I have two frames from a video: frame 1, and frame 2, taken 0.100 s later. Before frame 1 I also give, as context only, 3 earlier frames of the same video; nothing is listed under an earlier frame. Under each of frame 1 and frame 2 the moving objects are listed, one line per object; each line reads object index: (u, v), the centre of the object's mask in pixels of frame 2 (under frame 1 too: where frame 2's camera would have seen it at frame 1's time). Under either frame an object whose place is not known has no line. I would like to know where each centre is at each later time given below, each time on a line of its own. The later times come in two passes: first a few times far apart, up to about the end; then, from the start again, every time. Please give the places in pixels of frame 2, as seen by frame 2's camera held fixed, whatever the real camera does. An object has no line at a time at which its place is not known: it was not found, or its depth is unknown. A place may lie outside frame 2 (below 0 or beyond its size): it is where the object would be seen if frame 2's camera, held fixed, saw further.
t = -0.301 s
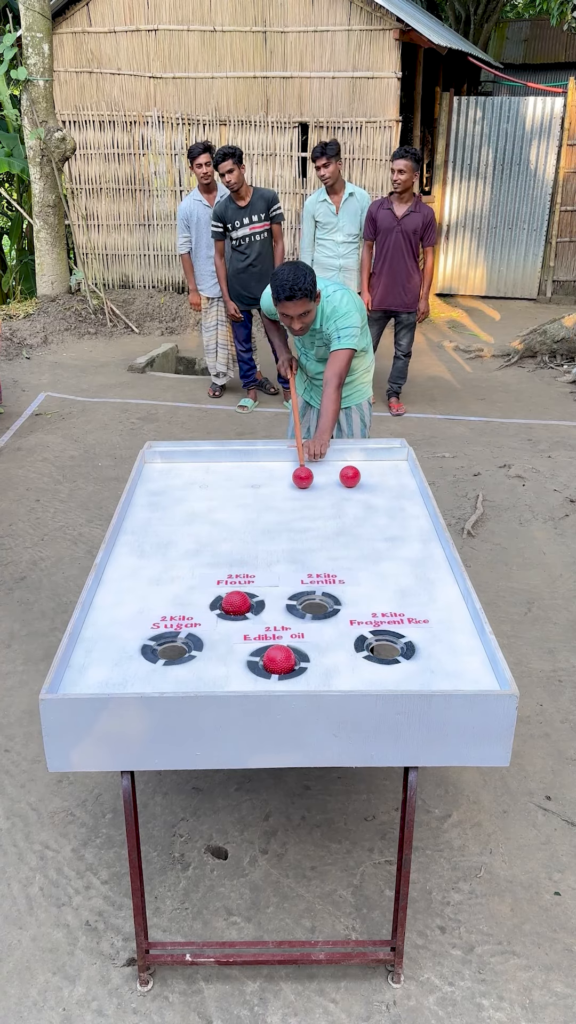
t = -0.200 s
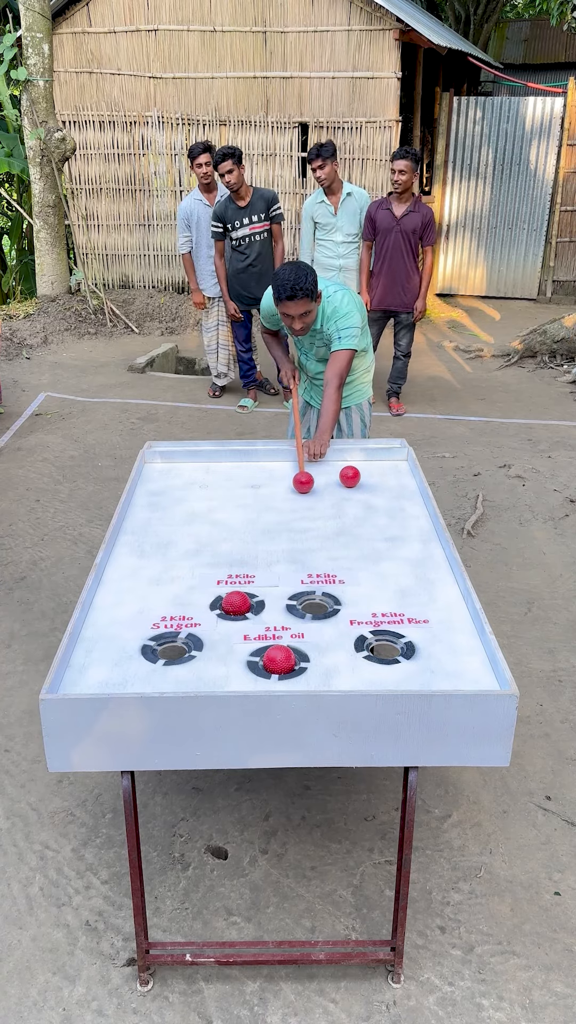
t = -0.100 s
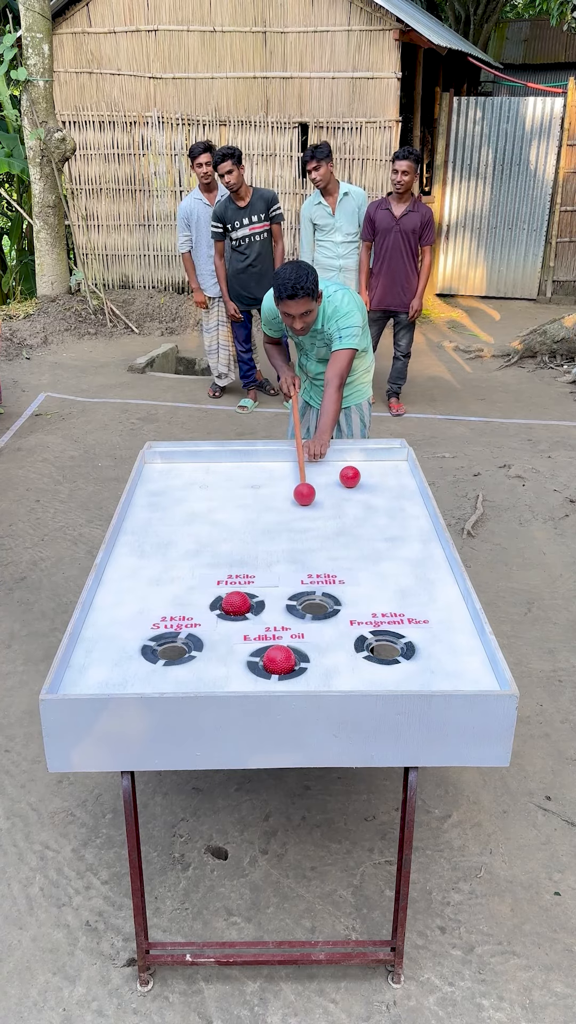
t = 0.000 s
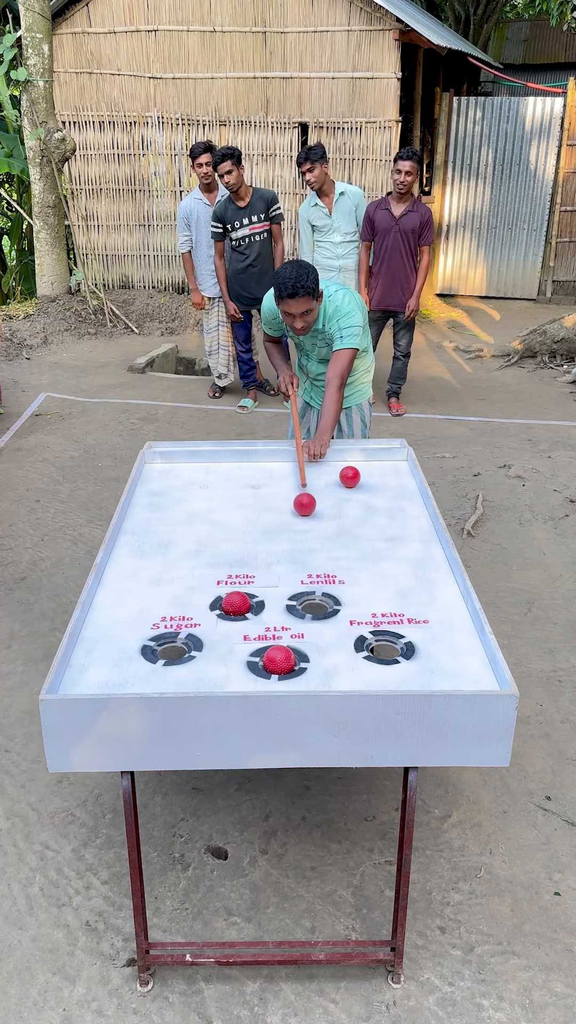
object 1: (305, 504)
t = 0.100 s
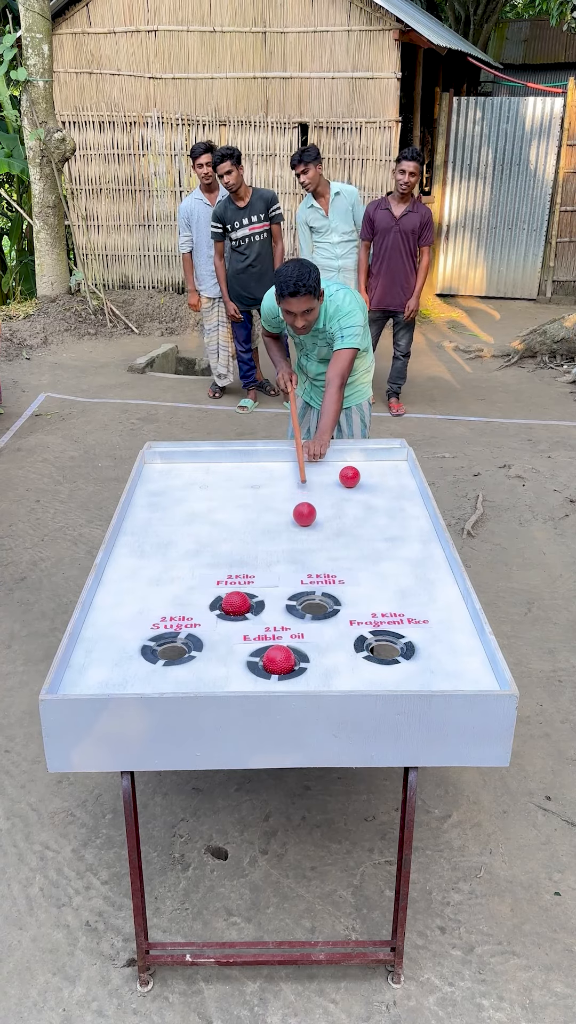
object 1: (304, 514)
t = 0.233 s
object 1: (304, 527)
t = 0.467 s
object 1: (301, 551)
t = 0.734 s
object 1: (296, 577)
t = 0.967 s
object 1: (290, 600)
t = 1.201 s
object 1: (282, 621)
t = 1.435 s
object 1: (270, 632)
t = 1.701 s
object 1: (256, 630)
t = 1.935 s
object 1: (242, 625)
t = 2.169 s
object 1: (230, 618)
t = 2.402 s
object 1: (218, 609)
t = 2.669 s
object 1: (205, 598)
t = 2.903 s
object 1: (193, 586)
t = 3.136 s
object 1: (180, 574)
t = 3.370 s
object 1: (168, 562)
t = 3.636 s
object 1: (155, 547)
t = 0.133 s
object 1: (304, 517)
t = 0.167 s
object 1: (304, 521)
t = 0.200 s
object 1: (304, 524)
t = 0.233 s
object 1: (304, 527)
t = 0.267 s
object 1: (304, 531)
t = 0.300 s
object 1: (303, 534)
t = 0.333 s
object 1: (303, 537)
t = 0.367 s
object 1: (303, 541)
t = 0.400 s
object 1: (302, 544)
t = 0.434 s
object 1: (302, 547)
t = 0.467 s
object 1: (301, 551)
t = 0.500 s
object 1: (301, 554)
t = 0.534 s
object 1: (300, 557)
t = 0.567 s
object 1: (300, 561)
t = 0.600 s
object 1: (299, 564)
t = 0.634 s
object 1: (298, 567)
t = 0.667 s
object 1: (297, 571)
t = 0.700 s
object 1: (296, 574)
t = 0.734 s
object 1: (296, 577)
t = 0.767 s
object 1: (295, 581)
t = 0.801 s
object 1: (294, 584)
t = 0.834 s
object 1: (293, 587)
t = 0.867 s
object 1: (293, 590)
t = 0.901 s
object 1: (292, 593)
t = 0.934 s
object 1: (291, 596)
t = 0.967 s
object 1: (290, 600)
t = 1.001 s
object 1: (289, 603)
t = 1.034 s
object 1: (288, 606)
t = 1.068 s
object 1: (287, 609)
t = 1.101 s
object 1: (285, 612)
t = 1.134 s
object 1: (284, 615)
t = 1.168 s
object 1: (283, 618)
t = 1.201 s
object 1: (282, 621)
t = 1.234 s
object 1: (280, 623)
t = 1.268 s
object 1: (279, 627)
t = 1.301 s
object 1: (278, 629)
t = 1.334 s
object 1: (276, 631)
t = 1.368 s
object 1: (274, 632)
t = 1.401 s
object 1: (272, 632)
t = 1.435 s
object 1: (270, 632)
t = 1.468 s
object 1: (269, 633)
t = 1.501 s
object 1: (267, 632)
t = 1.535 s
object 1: (265, 632)
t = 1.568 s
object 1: (263, 632)
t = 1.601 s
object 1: (261, 632)
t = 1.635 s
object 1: (259, 631)
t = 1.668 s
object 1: (257, 631)
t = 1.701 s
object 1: (256, 630)
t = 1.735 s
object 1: (254, 630)
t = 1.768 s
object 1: (252, 629)
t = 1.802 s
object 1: (250, 628)
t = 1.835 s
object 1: (248, 628)
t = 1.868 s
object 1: (246, 627)
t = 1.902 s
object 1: (244, 626)
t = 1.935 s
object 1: (242, 625)
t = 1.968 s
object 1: (240, 624)
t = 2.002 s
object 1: (239, 624)
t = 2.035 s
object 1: (237, 623)
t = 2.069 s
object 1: (235, 622)
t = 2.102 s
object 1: (233, 621)
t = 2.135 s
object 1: (232, 619)
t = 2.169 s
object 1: (230, 618)
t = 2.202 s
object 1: (228, 617)
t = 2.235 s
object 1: (227, 616)
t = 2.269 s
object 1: (225, 615)
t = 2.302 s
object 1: (223, 613)
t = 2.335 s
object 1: (222, 612)
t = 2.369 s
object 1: (220, 611)
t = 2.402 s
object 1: (218, 609)
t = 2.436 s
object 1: (217, 608)
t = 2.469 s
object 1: (215, 606)
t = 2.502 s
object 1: (214, 605)
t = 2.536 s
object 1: (212, 603)
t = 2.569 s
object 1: (210, 602)
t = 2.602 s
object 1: (209, 600)
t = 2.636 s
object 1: (207, 599)
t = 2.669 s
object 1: (205, 598)
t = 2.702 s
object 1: (203, 596)
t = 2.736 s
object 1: (202, 594)
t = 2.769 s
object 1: (200, 593)
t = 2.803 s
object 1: (198, 591)
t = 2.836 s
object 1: (197, 589)
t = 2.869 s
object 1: (195, 588)
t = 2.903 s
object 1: (193, 586)
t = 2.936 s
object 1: (192, 584)
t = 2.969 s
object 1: (190, 583)
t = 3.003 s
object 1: (188, 581)
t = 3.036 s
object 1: (186, 579)
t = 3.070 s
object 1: (184, 578)
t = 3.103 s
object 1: (182, 576)
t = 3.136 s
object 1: (180, 574)
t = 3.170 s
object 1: (179, 572)
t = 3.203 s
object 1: (177, 570)
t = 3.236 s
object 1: (175, 569)
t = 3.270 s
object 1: (174, 567)
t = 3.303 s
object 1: (172, 565)
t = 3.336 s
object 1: (170, 564)
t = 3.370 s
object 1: (168, 562)
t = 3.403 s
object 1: (167, 560)
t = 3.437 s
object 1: (165, 558)
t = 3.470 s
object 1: (163, 556)
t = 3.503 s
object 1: (162, 555)
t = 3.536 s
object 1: (160, 553)
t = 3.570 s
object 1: (158, 551)
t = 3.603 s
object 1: (157, 549)
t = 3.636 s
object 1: (155, 547)
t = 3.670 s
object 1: (154, 545)
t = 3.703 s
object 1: (152, 543)
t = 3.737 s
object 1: (151, 541)
